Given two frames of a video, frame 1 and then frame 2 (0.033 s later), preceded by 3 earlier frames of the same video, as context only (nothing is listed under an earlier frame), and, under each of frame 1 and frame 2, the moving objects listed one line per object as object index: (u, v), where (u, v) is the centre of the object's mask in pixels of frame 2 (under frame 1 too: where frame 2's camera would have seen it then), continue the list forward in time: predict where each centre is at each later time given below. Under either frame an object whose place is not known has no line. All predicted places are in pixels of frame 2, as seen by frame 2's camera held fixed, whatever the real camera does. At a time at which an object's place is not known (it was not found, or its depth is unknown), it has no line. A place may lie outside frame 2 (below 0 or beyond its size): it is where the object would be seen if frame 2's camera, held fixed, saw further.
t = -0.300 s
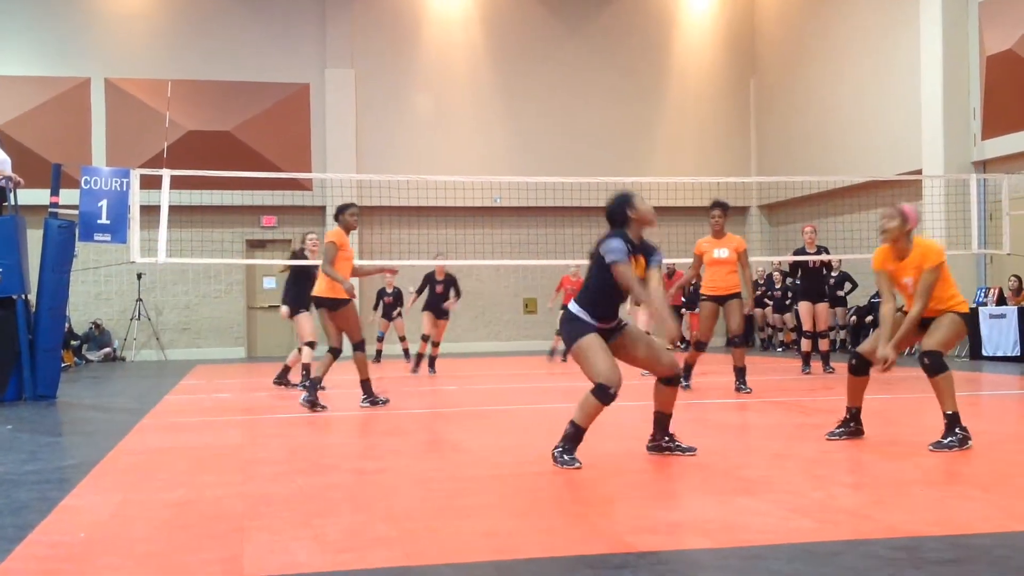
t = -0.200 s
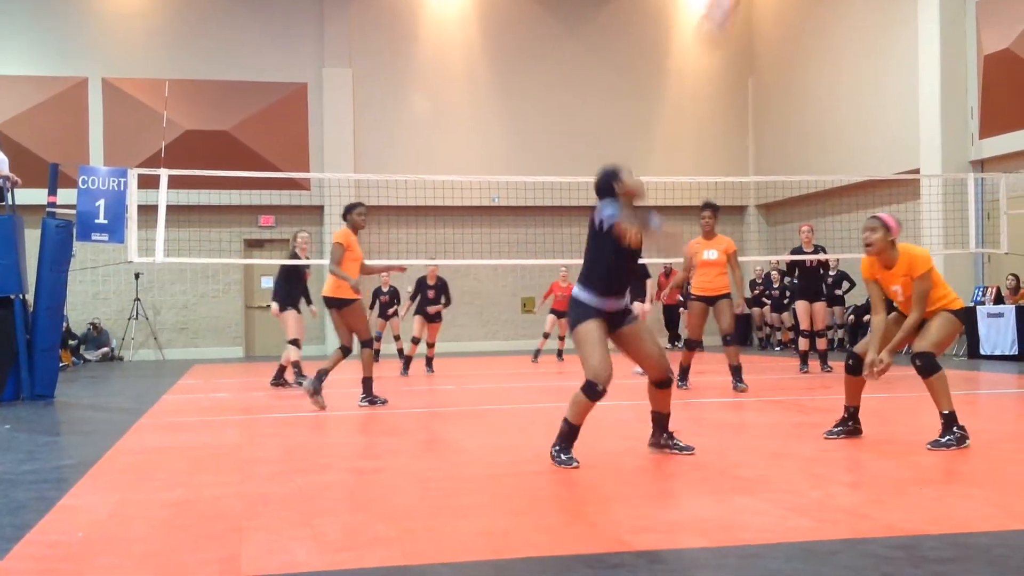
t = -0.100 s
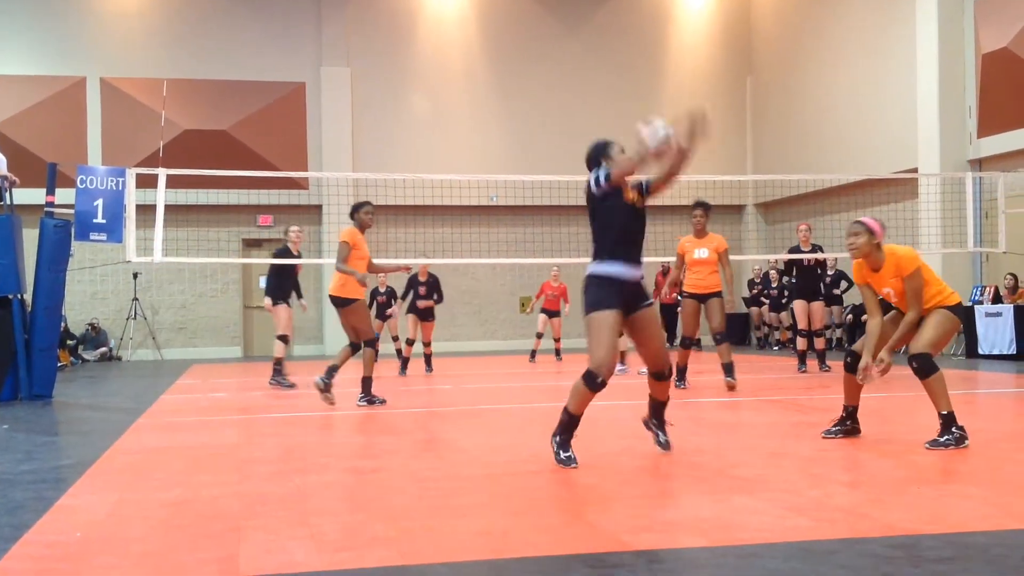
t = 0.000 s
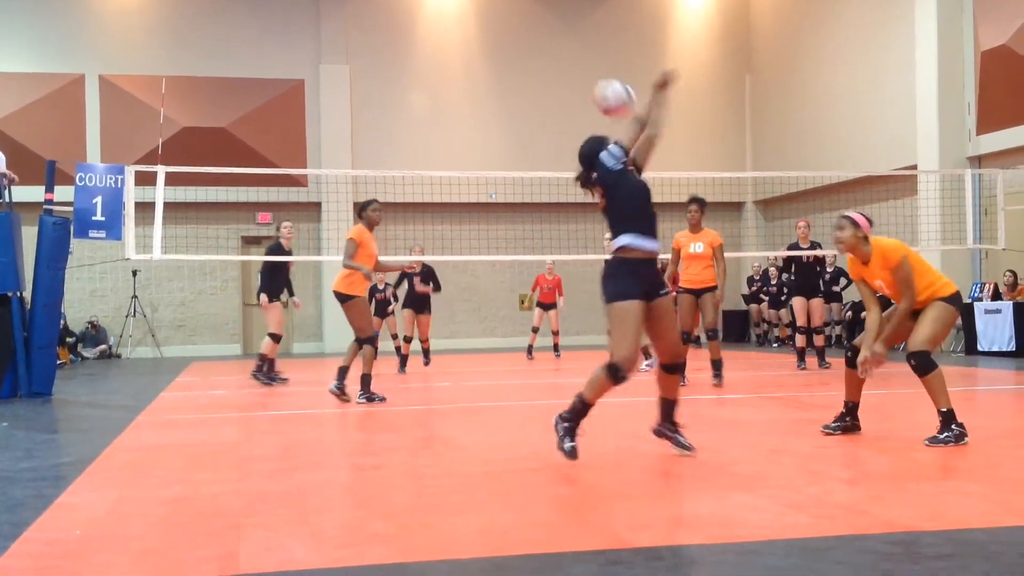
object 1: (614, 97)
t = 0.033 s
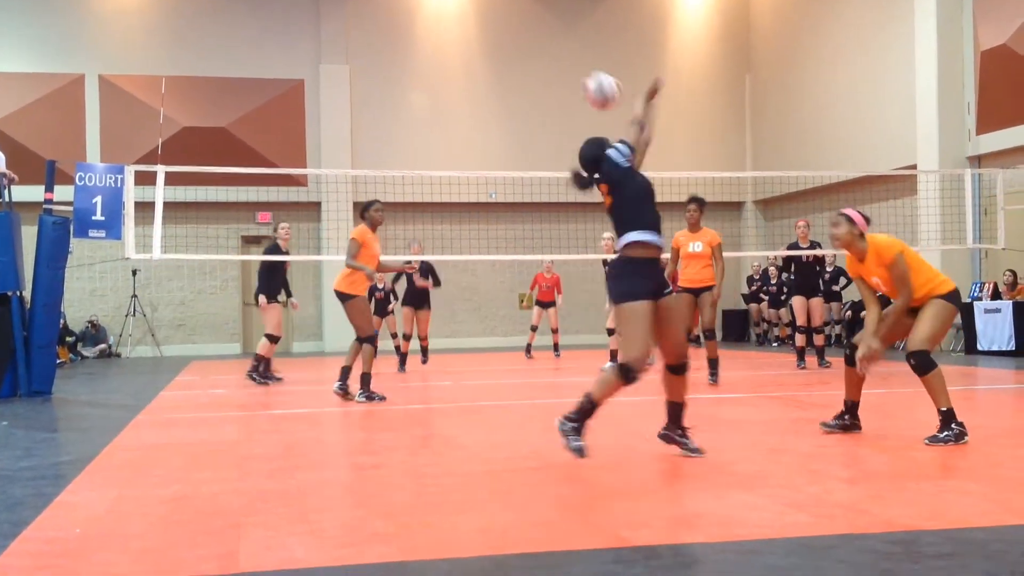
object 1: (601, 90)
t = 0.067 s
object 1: (589, 85)
